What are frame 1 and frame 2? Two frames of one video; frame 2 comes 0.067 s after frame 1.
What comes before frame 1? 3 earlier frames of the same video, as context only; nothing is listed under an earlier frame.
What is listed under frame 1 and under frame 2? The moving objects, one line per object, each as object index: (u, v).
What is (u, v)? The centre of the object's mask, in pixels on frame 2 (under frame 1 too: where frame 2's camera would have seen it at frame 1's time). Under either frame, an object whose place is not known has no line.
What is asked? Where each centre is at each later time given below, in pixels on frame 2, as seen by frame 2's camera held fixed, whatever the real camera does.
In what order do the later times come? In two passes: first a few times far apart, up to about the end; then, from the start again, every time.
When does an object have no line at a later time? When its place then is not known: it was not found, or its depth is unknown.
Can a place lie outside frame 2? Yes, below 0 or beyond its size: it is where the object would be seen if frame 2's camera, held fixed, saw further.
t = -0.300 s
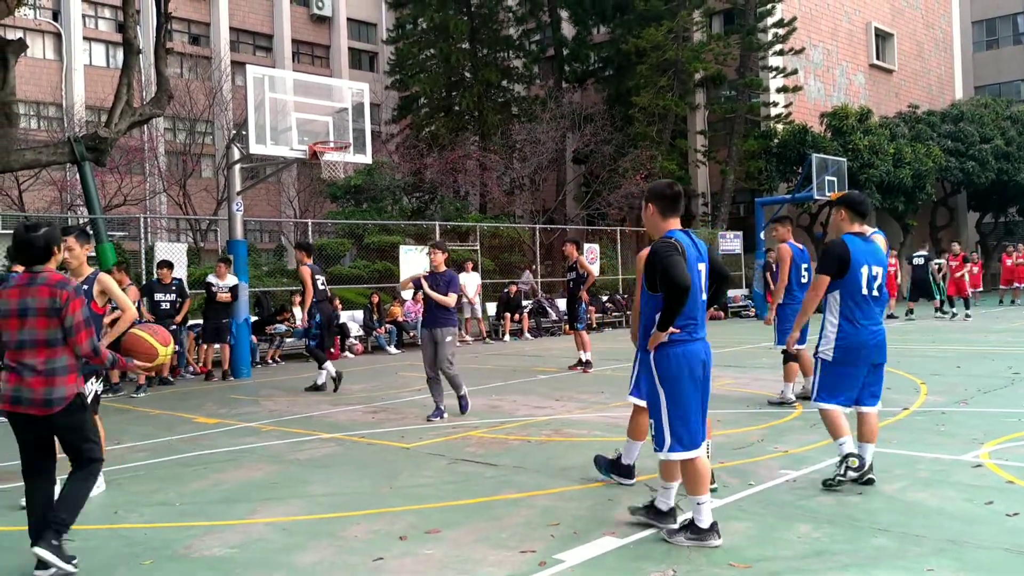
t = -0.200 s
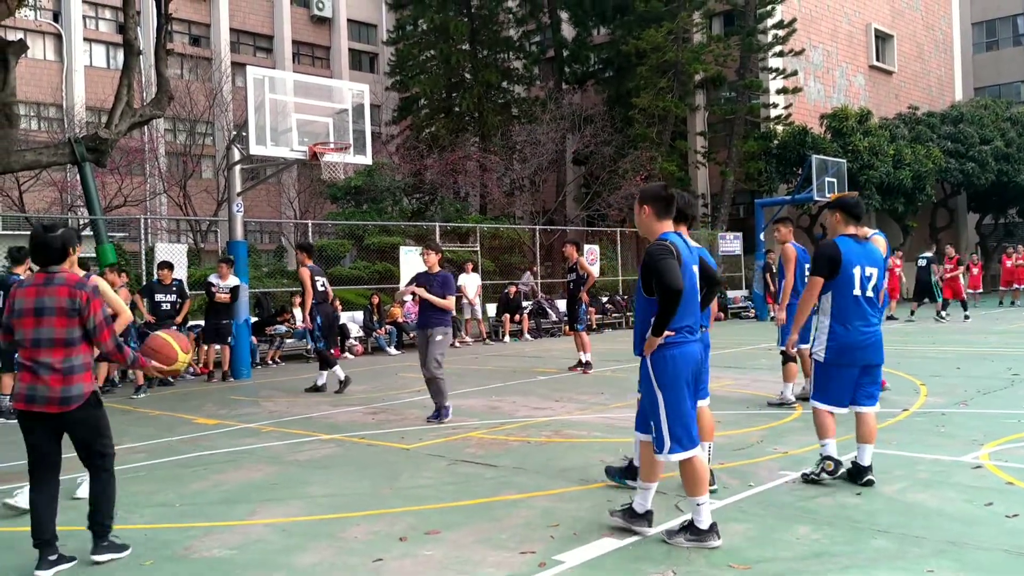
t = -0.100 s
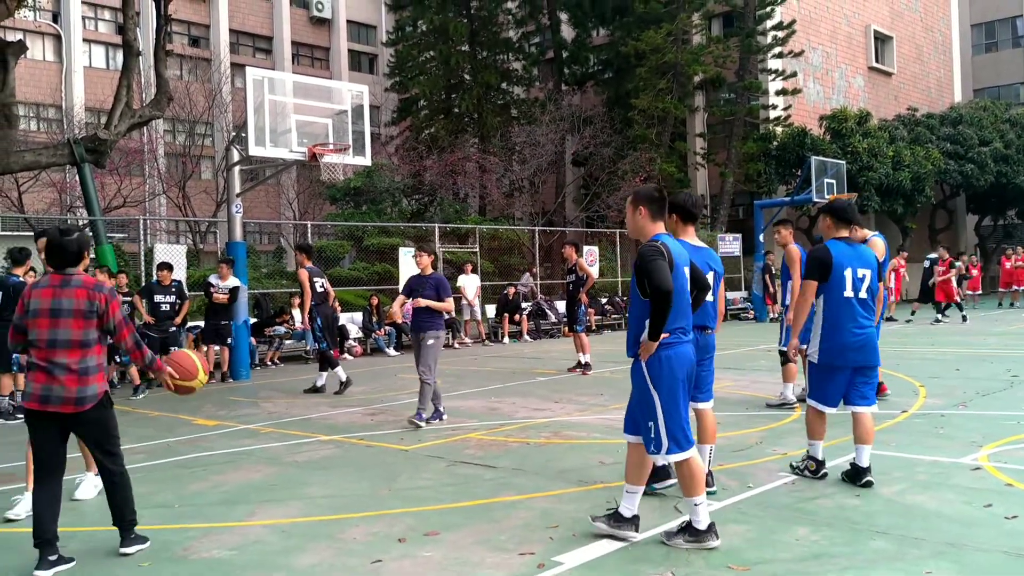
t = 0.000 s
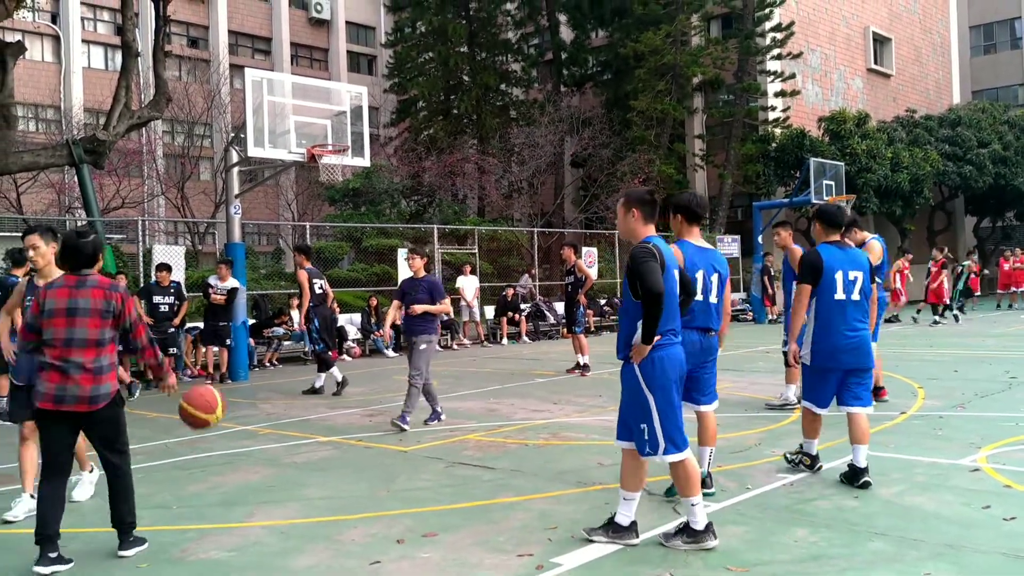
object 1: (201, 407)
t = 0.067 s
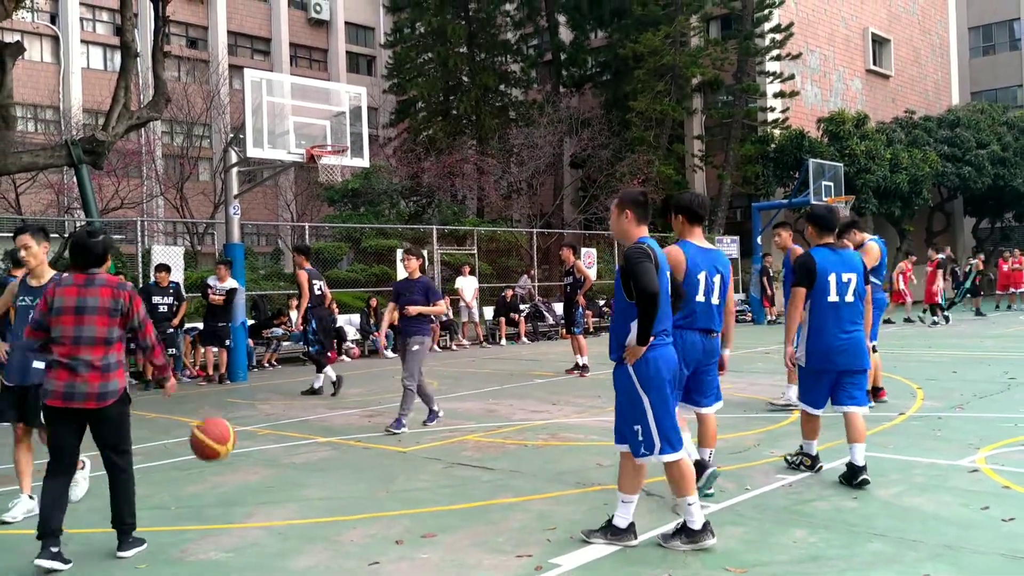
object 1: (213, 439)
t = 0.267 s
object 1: (241, 443)
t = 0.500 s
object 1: (269, 388)
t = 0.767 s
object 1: (300, 426)
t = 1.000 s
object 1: (321, 417)
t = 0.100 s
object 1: (218, 457)
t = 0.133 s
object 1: (224, 478)
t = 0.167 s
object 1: (229, 496)
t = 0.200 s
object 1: (233, 477)
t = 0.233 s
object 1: (237, 460)
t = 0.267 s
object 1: (241, 443)
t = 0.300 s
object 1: (245, 430)
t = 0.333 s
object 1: (249, 418)
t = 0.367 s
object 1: (253, 408)
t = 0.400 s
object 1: (257, 400)
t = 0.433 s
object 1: (261, 394)
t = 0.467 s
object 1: (265, 390)
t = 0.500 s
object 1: (269, 388)
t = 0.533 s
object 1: (273, 386)
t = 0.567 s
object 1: (277, 388)
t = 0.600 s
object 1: (281, 389)
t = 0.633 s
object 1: (285, 393)
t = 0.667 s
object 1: (288, 400)
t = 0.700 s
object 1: (292, 407)
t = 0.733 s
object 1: (296, 415)
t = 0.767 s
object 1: (300, 426)
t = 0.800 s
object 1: (304, 437)
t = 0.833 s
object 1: (308, 452)
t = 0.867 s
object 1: (312, 464)
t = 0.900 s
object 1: (314, 449)
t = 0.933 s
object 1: (316, 437)
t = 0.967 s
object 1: (319, 427)
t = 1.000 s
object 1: (321, 417)
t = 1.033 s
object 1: (323, 409)
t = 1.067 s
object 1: (326, 403)
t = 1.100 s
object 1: (328, 399)
